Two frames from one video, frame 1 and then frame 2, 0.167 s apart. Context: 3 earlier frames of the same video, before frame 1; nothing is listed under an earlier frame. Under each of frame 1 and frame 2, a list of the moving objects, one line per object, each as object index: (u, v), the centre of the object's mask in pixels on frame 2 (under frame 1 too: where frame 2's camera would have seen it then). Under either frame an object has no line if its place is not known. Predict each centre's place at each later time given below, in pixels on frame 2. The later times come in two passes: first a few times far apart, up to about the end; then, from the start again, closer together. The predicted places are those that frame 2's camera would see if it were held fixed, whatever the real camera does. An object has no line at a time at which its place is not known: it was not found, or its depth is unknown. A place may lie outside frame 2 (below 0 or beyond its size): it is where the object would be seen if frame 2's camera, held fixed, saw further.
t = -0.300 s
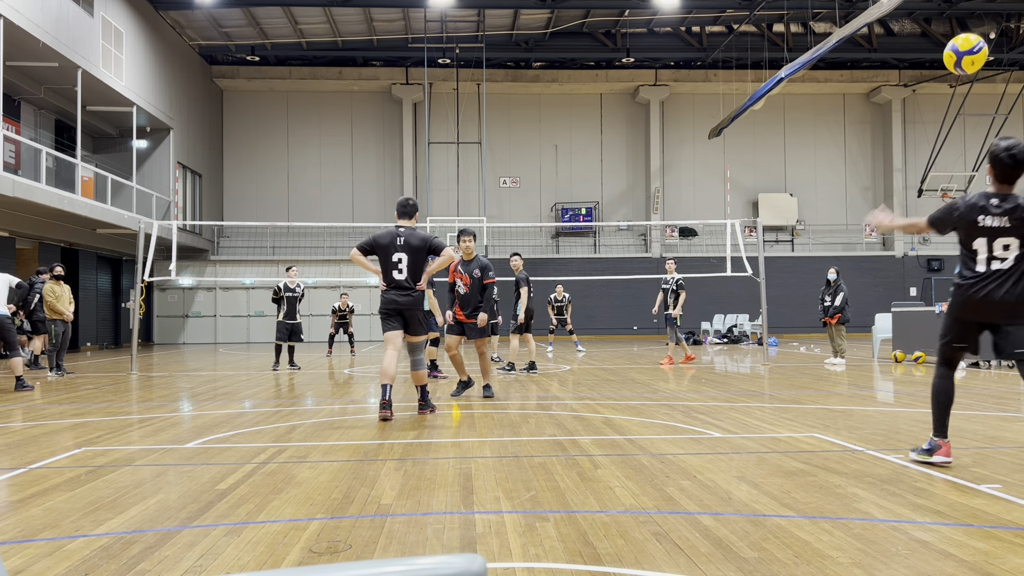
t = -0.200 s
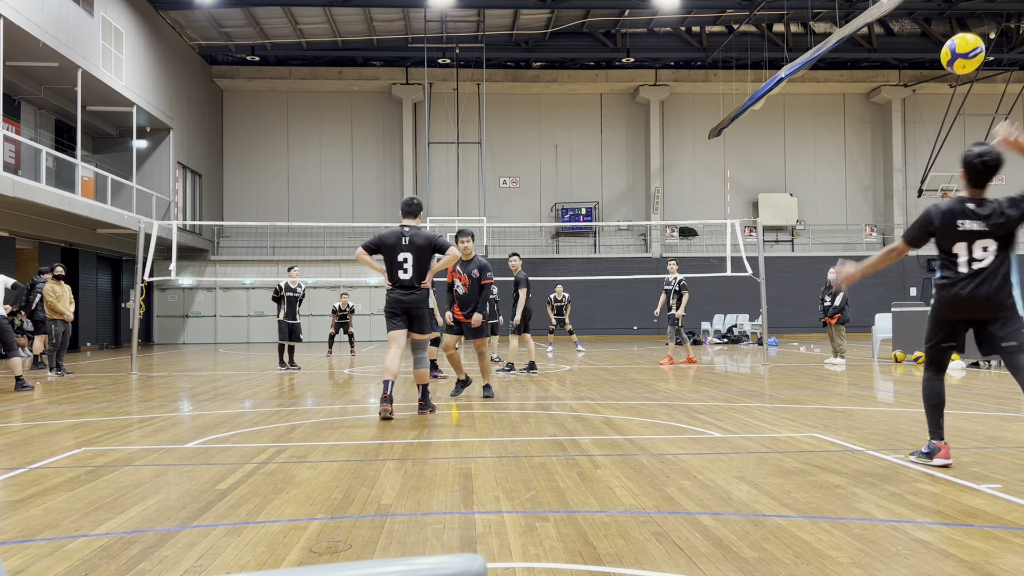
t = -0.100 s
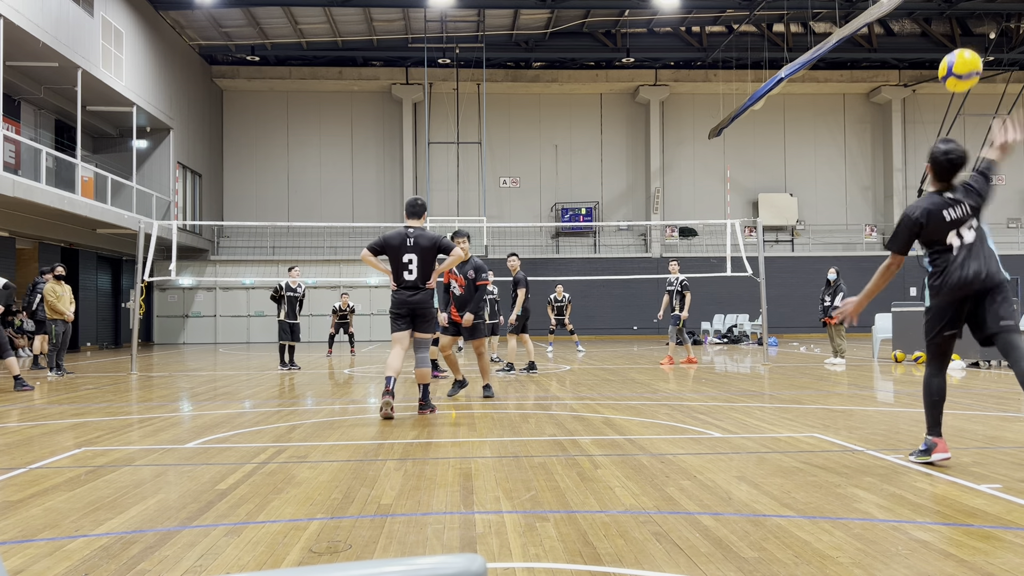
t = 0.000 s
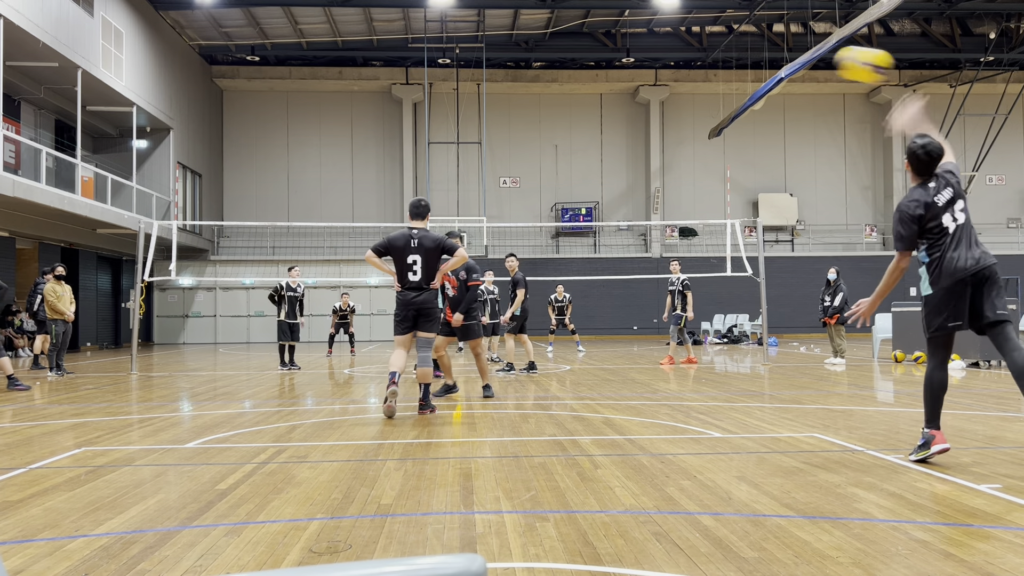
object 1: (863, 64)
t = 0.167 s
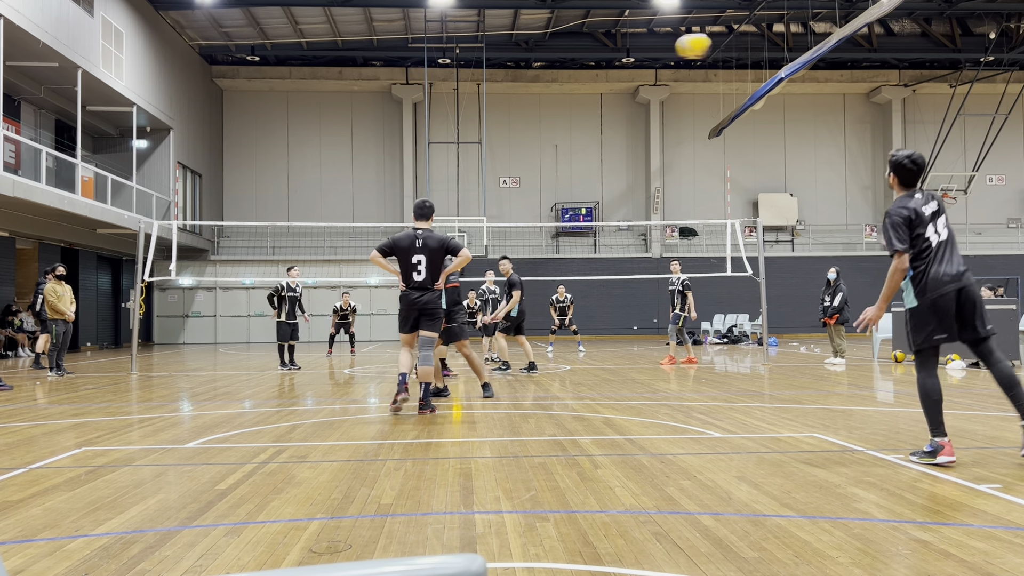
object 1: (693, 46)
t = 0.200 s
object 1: (671, 47)
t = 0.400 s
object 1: (574, 70)
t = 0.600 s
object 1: (516, 107)
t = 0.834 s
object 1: (473, 160)
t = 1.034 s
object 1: (447, 212)
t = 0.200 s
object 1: (671, 47)
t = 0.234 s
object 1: (651, 49)
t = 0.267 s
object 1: (633, 53)
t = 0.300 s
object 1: (616, 56)
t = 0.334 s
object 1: (601, 60)
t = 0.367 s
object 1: (587, 65)
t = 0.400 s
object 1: (574, 70)
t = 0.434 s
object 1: (563, 75)
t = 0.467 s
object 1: (552, 81)
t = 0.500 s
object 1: (542, 87)
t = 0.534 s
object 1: (533, 94)
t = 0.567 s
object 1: (524, 100)
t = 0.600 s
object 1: (516, 107)
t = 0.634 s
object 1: (509, 114)
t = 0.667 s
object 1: (502, 121)
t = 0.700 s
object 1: (496, 128)
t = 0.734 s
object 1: (489, 136)
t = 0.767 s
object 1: (483, 144)
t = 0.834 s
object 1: (473, 160)
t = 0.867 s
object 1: (467, 168)
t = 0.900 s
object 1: (463, 177)
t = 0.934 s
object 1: (459, 185)
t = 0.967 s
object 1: (455, 194)
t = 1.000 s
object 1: (451, 204)
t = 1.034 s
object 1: (447, 212)
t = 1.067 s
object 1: (444, 219)
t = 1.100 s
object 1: (441, 231)
